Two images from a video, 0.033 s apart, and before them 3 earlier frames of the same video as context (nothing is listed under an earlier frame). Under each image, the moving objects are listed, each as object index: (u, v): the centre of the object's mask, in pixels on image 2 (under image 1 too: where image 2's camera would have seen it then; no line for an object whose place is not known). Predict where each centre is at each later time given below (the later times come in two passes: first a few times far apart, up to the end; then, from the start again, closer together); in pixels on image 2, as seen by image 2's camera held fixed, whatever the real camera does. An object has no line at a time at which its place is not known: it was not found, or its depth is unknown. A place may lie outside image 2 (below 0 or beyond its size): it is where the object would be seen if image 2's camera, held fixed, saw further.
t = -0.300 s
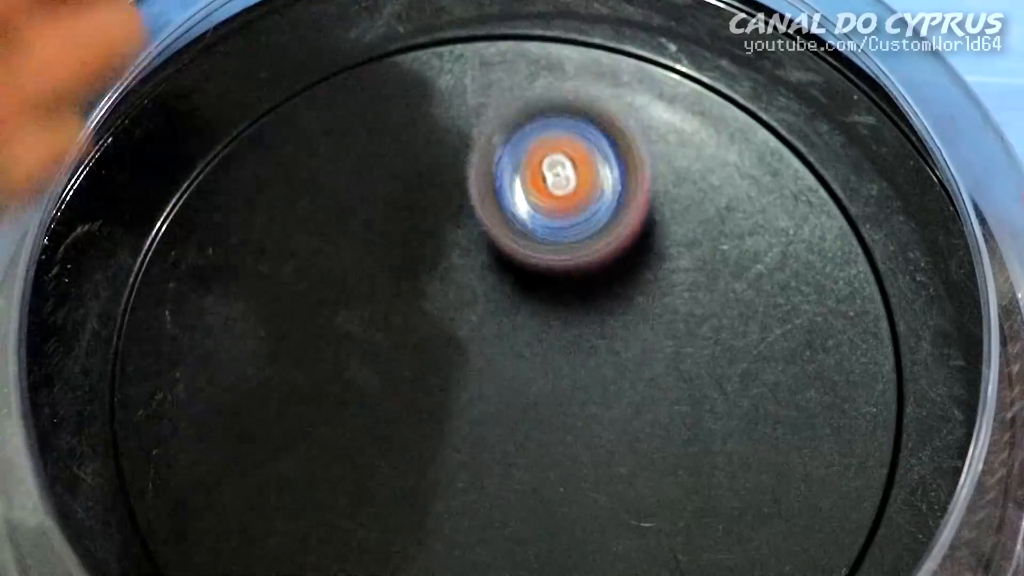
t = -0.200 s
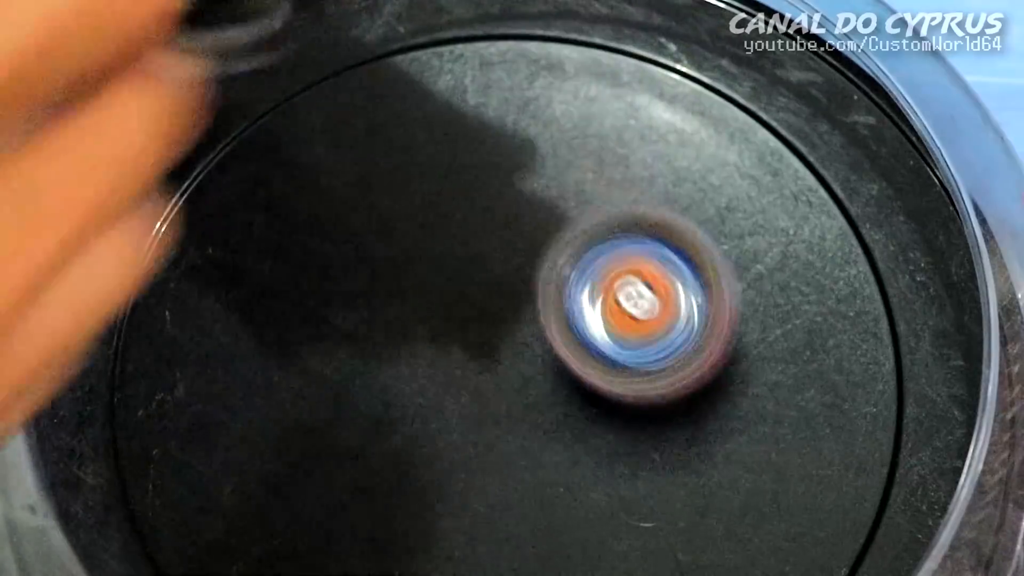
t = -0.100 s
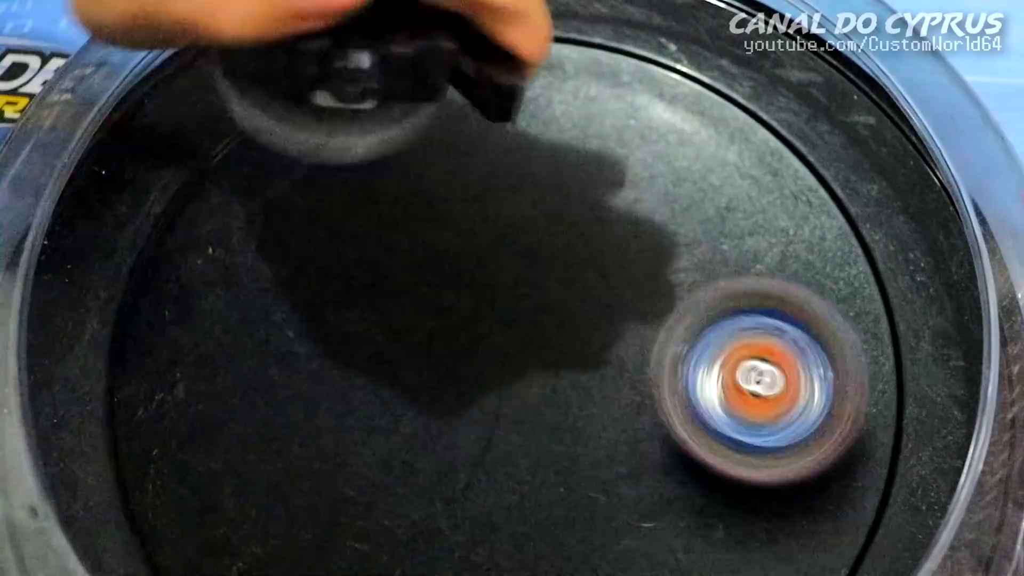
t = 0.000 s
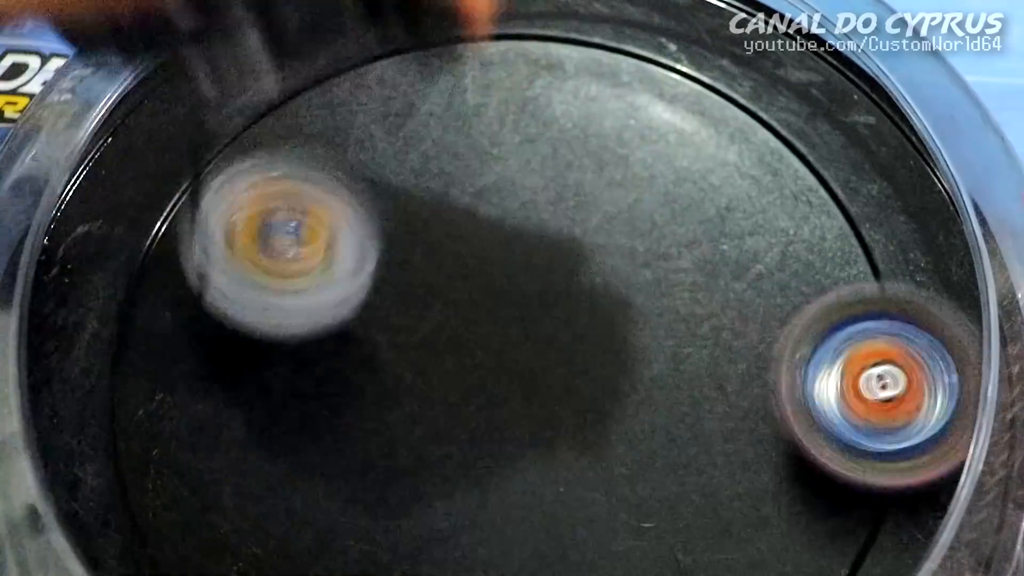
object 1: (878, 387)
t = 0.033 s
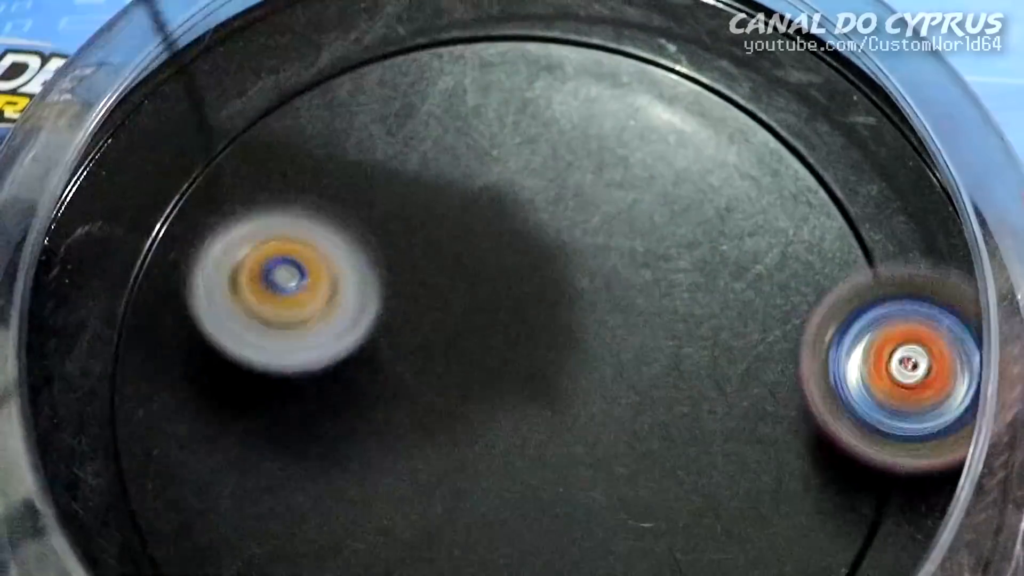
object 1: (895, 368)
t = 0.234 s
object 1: (873, 245)
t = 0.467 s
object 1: (604, 276)
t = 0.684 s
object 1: (237, 300)
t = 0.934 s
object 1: (246, 267)
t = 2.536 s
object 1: (451, 392)
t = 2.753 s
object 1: (309, 173)
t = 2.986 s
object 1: (150, 290)
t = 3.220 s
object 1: (465, 420)
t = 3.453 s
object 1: (607, 189)
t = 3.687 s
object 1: (459, 59)
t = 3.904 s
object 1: (407, 86)
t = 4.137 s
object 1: (494, 41)
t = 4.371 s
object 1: (524, 82)
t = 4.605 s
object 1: (687, 249)
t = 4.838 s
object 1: (837, 278)
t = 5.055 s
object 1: (829, 266)
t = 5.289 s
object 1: (790, 375)
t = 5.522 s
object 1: (779, 472)
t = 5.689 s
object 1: (715, 507)
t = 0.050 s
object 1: (898, 359)
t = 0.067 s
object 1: (899, 351)
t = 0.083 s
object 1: (899, 341)
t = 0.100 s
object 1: (899, 332)
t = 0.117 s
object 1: (898, 320)
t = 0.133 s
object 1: (897, 311)
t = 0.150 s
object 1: (895, 300)
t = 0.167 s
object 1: (892, 289)
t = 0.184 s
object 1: (888, 278)
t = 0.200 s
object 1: (884, 267)
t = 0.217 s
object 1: (880, 255)
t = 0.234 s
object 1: (873, 245)
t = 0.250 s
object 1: (860, 235)
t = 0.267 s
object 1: (847, 224)
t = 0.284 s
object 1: (834, 215)
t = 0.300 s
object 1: (818, 207)
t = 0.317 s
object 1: (802, 200)
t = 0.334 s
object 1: (784, 197)
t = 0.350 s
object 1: (764, 196)
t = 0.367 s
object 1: (743, 201)
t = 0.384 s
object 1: (718, 206)
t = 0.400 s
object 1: (696, 219)
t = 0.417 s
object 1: (669, 226)
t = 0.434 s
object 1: (645, 242)
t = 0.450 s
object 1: (622, 259)
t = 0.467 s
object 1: (604, 276)
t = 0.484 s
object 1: (585, 297)
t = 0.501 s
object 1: (568, 320)
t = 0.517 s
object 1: (552, 347)
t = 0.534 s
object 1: (539, 373)
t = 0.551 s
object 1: (528, 400)
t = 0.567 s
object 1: (519, 429)
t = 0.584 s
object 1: (505, 447)
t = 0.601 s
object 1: (460, 429)
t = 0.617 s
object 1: (410, 404)
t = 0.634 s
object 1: (364, 381)
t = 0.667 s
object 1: (272, 320)
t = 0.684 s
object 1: (237, 300)
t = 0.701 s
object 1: (202, 280)
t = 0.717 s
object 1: (168, 262)
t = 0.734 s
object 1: (141, 245)
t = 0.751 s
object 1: (124, 233)
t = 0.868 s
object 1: (158, 226)
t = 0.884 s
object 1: (180, 235)
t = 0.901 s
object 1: (200, 247)
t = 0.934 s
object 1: (246, 267)
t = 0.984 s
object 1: (315, 309)
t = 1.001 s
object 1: (339, 322)
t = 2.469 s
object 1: (436, 477)
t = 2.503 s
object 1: (448, 439)
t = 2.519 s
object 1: (451, 415)
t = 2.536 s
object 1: (451, 392)
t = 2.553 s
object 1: (449, 369)
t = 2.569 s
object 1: (446, 347)
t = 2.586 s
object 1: (440, 324)
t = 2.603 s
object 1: (433, 304)
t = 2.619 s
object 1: (424, 284)
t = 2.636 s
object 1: (413, 265)
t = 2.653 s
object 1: (402, 247)
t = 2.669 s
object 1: (388, 231)
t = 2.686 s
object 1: (374, 216)
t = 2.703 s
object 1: (359, 203)
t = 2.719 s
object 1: (343, 191)
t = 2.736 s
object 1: (327, 182)
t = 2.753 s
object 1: (309, 173)
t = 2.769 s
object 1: (290, 166)
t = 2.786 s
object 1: (272, 162)
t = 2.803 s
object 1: (253, 160)
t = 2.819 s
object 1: (235, 159)
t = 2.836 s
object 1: (217, 161)
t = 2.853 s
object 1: (199, 165)
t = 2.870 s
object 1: (184, 172)
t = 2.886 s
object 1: (172, 183)
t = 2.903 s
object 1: (166, 199)
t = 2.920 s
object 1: (161, 215)
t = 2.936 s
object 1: (157, 233)
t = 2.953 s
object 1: (153, 251)
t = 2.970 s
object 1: (150, 270)
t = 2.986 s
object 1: (150, 290)
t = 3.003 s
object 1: (153, 312)
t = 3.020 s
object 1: (160, 332)
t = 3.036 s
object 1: (171, 353)
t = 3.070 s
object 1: (207, 390)
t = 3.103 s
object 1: (256, 419)
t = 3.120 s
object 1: (284, 428)
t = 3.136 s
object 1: (313, 435)
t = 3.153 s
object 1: (344, 438)
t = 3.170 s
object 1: (375, 438)
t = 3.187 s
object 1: (405, 435)
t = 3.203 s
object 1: (436, 429)
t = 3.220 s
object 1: (465, 420)
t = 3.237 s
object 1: (493, 409)
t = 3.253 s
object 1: (517, 395)
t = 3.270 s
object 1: (541, 380)
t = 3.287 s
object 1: (563, 363)
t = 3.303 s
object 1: (577, 347)
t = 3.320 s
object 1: (583, 331)
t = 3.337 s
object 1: (589, 315)
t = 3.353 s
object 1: (594, 297)
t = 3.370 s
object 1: (599, 279)
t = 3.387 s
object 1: (603, 260)
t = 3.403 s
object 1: (607, 240)
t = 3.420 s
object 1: (609, 220)
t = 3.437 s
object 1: (608, 206)
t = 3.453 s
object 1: (607, 189)
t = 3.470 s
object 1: (603, 173)
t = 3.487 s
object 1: (599, 158)
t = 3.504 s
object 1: (594, 139)
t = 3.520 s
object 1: (587, 129)
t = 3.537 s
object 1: (580, 111)
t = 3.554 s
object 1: (571, 99)
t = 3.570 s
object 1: (560, 86)
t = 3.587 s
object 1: (549, 77)
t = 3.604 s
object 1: (536, 70)
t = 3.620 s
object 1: (522, 64)
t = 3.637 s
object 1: (508, 61)
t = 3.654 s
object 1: (493, 59)
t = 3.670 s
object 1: (476, 58)
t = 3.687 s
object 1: (459, 59)
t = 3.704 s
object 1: (442, 61)
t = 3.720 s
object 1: (425, 65)
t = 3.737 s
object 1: (407, 70)
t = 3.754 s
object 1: (390, 80)
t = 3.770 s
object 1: (375, 94)
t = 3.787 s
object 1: (361, 110)
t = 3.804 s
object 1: (349, 130)
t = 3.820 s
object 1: (340, 149)
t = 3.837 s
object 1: (341, 157)
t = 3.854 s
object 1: (358, 134)
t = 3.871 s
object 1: (374, 116)
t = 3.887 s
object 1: (392, 99)
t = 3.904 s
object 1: (407, 86)
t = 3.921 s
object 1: (422, 75)
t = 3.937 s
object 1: (436, 67)
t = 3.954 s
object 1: (447, 62)
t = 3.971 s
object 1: (456, 58)
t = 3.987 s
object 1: (464, 55)
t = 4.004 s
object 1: (470, 52)
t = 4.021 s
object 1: (475, 50)
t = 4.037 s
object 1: (480, 48)
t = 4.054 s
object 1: (483, 47)
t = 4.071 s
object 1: (486, 45)
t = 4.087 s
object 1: (488, 44)
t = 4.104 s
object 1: (490, 42)
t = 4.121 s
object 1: (492, 41)
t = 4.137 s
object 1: (494, 41)
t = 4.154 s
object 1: (496, 40)
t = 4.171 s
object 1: (497, 39)
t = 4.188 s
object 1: (498, 39)
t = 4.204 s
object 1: (498, 39)
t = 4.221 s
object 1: (498, 40)
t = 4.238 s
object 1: (498, 41)
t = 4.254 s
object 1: (499, 43)
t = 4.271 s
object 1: (502, 45)
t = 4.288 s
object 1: (505, 48)
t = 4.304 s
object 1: (510, 52)
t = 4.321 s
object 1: (513, 57)
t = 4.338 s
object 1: (516, 64)
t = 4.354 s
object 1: (519, 71)
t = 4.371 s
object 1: (524, 82)
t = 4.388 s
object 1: (532, 96)
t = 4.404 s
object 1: (539, 111)
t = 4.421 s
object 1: (549, 128)
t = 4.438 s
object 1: (560, 143)
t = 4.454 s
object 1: (569, 155)
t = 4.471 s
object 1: (581, 169)
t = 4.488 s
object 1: (592, 180)
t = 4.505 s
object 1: (607, 192)
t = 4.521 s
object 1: (620, 201)
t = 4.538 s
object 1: (634, 215)
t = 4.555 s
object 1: (648, 226)
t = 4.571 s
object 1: (661, 234)
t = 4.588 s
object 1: (672, 240)
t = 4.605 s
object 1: (687, 249)
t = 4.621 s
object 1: (703, 254)
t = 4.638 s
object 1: (715, 260)
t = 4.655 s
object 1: (729, 262)
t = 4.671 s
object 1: (741, 267)
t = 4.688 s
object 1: (753, 266)
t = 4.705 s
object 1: (763, 270)
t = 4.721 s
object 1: (775, 272)
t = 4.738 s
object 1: (785, 276)
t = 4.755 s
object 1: (796, 278)
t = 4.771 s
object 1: (805, 278)
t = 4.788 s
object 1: (813, 277)
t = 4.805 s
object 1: (820, 278)
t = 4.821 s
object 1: (829, 277)
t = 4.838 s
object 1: (837, 278)
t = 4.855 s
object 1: (844, 276)
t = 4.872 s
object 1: (849, 275)
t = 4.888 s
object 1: (854, 273)
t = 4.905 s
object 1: (858, 272)
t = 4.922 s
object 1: (861, 270)
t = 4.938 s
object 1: (863, 267)
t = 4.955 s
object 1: (864, 264)
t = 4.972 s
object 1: (864, 262)
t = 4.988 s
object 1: (861, 261)
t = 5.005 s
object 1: (858, 261)
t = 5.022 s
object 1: (851, 262)
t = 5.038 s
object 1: (842, 263)
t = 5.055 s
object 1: (829, 266)
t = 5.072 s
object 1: (816, 271)
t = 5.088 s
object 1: (802, 280)
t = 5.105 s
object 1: (789, 288)
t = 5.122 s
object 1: (777, 298)
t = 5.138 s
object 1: (778, 304)
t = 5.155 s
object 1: (779, 311)
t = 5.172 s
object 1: (781, 319)
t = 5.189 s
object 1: (783, 326)
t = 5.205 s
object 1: (784, 334)
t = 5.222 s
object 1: (784, 340)
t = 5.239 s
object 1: (786, 350)
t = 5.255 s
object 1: (787, 359)
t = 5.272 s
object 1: (789, 367)
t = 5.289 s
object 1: (790, 375)
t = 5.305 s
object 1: (791, 383)
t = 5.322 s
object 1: (791, 391)
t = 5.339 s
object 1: (793, 399)
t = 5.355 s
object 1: (793, 408)
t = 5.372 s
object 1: (793, 415)
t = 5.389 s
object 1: (793, 423)
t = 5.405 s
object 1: (792, 432)
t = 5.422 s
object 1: (792, 439)
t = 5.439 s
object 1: (791, 446)
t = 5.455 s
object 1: (789, 453)
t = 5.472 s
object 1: (787, 459)
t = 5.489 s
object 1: (786, 463)
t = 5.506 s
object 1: (783, 468)
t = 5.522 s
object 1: (779, 472)
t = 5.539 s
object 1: (775, 476)
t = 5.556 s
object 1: (770, 480)
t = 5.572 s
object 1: (765, 484)
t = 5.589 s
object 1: (759, 488)
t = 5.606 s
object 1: (753, 492)
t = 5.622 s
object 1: (745, 496)
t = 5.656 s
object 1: (733, 501)
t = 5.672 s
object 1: (725, 504)
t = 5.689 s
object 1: (715, 507)
